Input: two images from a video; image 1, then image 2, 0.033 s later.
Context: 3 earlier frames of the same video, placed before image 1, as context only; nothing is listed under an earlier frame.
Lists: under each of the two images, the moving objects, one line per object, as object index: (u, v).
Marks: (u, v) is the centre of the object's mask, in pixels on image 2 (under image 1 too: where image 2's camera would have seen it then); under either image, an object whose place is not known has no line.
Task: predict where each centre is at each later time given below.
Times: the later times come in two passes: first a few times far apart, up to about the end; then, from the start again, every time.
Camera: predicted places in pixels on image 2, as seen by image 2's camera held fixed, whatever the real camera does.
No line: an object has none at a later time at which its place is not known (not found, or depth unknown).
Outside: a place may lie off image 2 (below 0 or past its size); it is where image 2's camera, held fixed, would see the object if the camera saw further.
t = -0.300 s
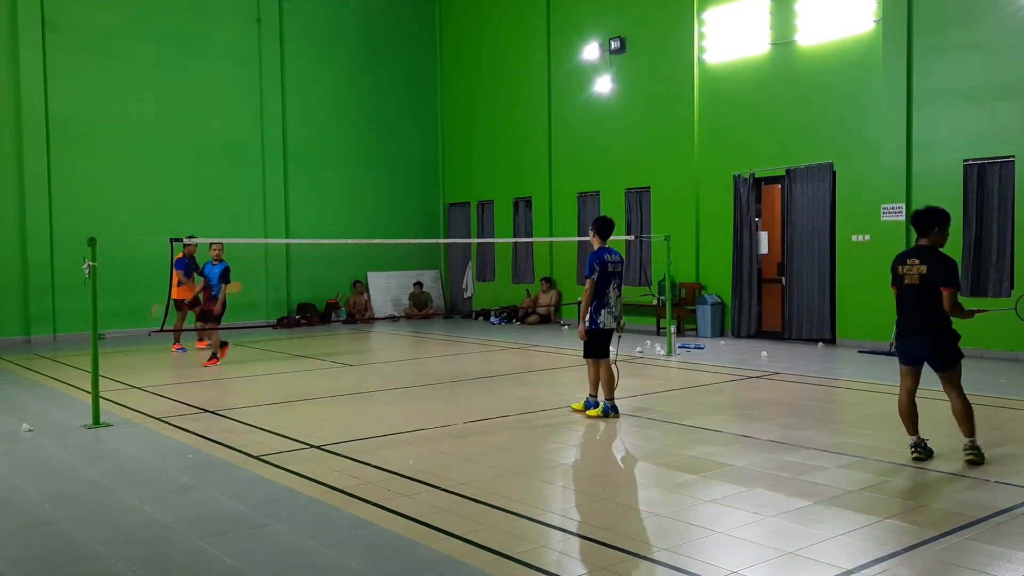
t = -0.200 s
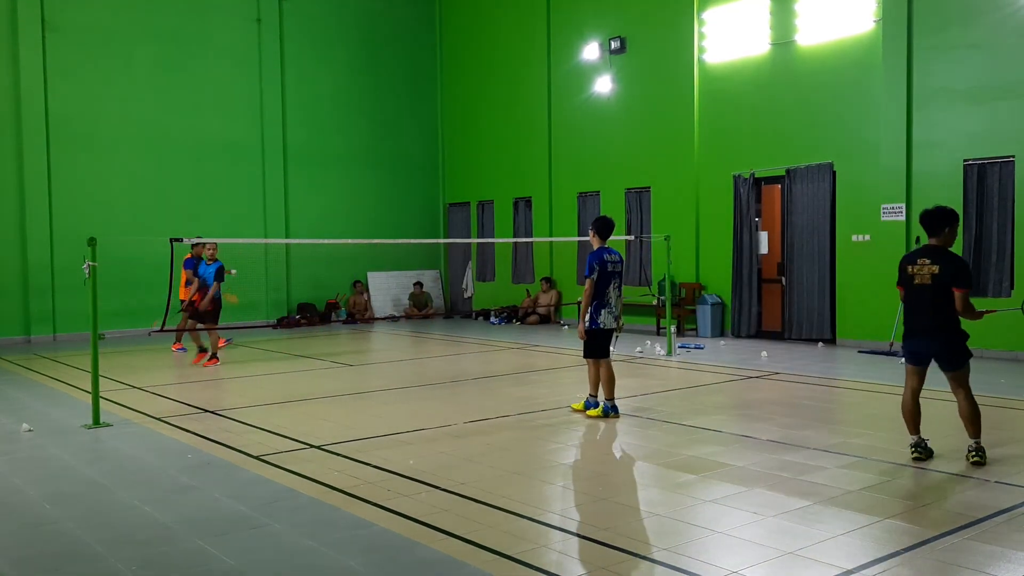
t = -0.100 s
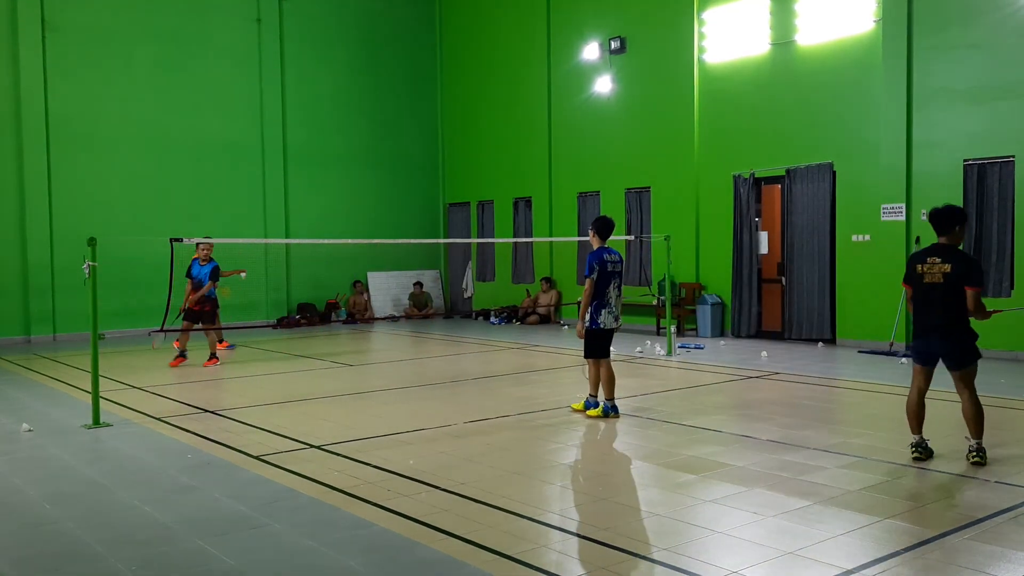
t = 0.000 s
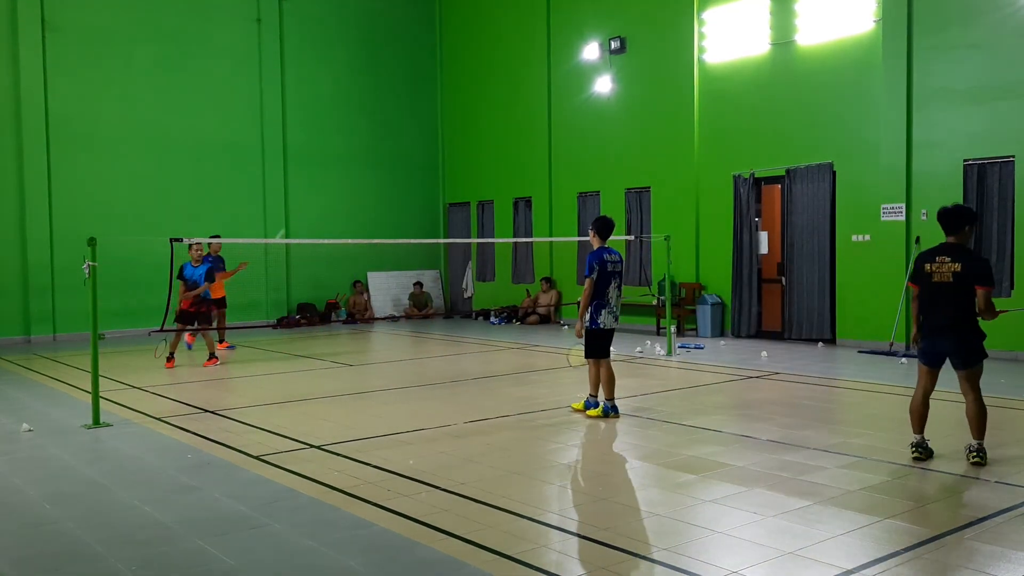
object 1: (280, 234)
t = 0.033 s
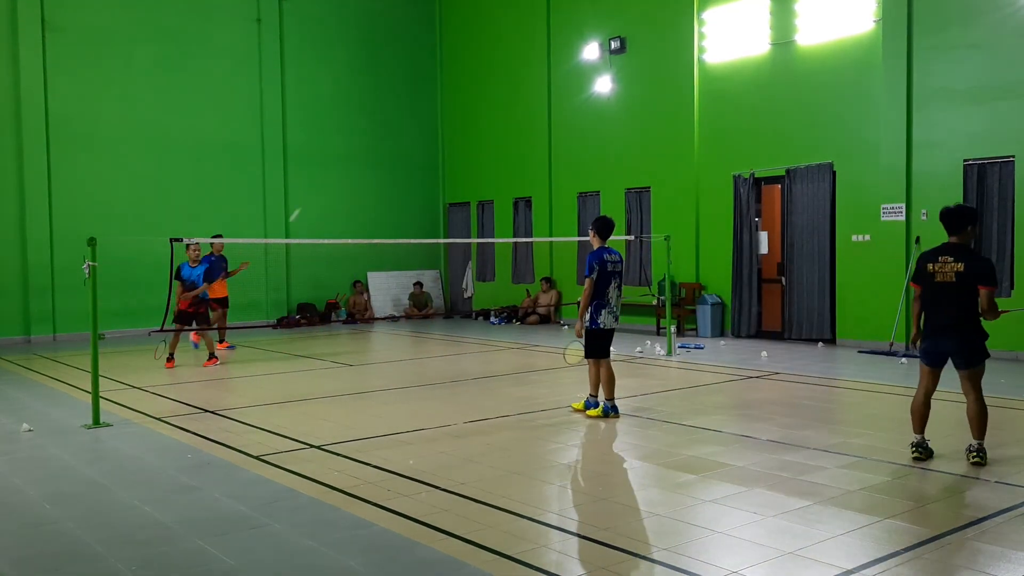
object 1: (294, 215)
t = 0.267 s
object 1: (384, 118)
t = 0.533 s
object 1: (469, 80)
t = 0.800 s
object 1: (547, 110)
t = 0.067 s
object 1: (309, 197)
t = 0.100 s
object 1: (322, 180)
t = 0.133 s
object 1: (335, 165)
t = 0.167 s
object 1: (348, 152)
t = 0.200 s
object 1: (360, 139)
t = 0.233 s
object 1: (372, 129)
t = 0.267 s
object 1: (384, 118)
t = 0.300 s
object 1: (395, 110)
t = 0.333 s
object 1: (406, 102)
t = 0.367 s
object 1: (417, 96)
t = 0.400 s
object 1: (428, 91)
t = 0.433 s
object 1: (438, 87)
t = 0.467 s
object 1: (449, 83)
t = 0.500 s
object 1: (459, 81)
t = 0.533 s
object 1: (469, 80)
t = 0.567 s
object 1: (479, 80)
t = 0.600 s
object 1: (489, 81)
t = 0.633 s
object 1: (499, 83)
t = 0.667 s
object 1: (509, 86)
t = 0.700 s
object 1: (519, 91)
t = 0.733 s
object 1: (528, 96)
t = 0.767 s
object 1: (538, 103)
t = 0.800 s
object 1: (547, 110)
